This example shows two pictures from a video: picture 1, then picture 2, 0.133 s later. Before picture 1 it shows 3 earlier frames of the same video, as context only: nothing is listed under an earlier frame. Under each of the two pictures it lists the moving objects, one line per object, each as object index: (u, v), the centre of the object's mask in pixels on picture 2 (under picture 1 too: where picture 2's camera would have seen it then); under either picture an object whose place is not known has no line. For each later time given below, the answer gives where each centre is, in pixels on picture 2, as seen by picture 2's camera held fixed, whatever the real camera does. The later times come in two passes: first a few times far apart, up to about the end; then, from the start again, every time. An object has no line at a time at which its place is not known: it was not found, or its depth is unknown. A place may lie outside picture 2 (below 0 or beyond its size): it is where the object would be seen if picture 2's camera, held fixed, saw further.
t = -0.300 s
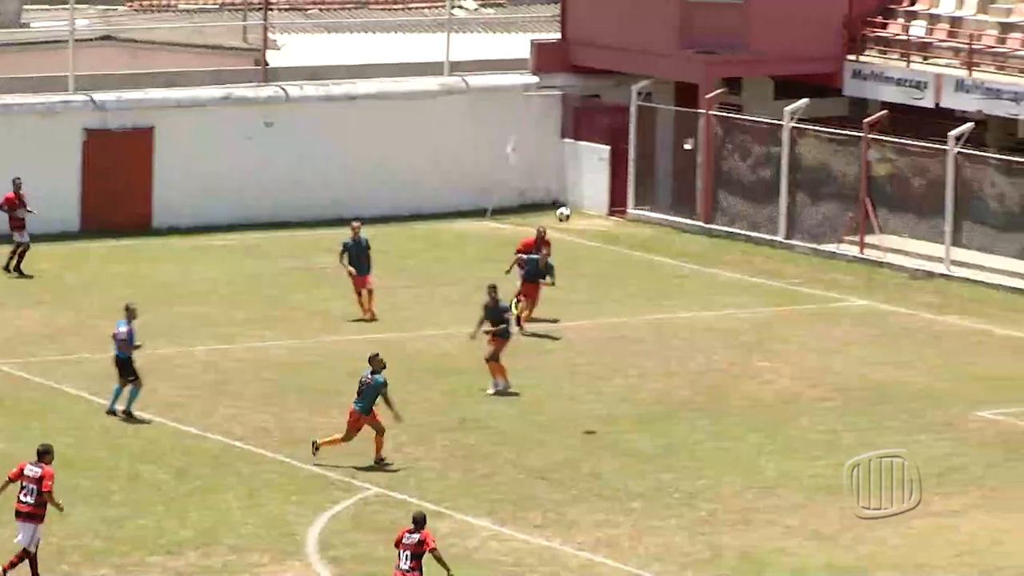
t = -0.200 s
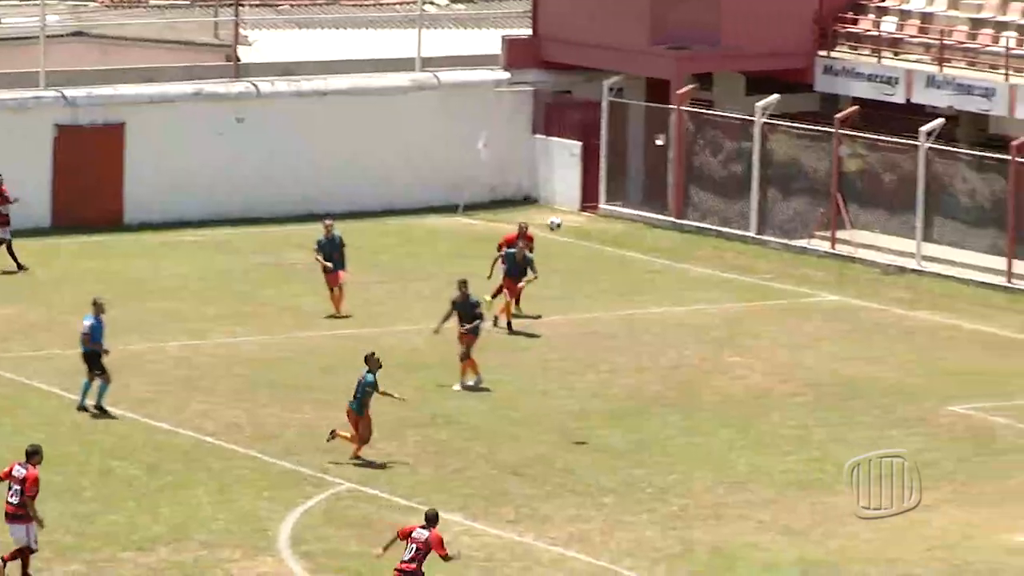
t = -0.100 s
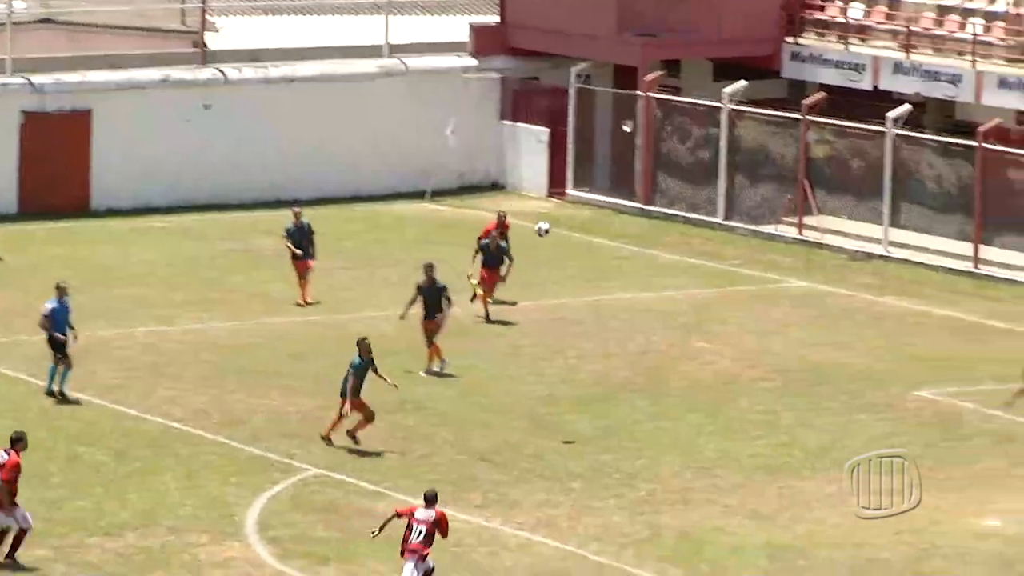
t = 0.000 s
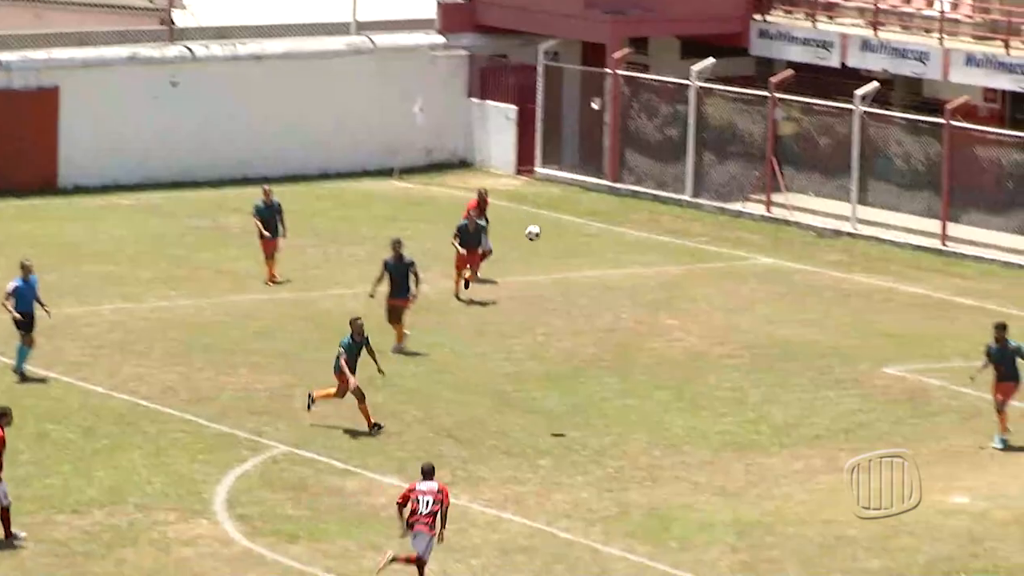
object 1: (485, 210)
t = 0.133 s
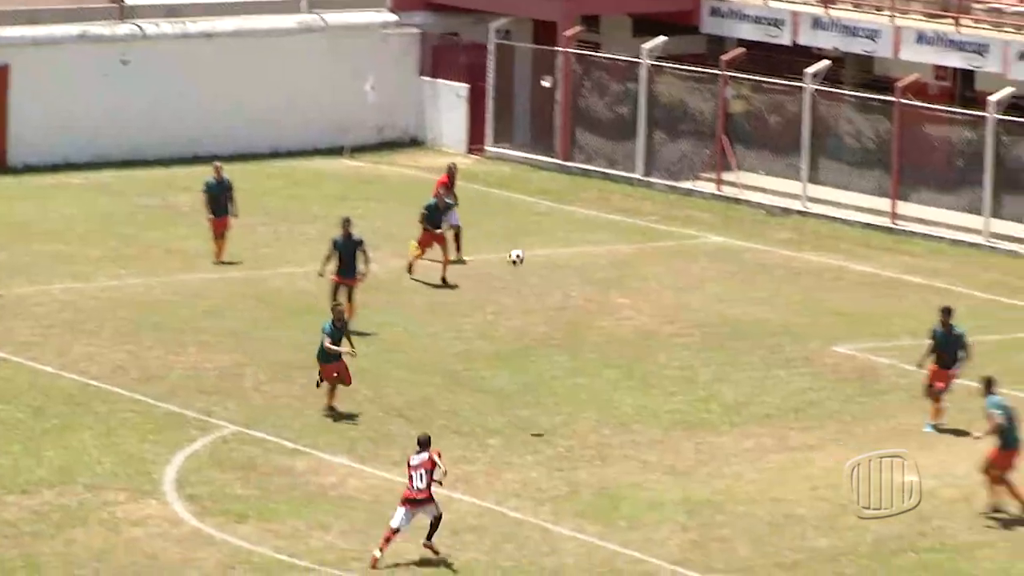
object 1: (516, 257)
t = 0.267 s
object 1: (550, 316)
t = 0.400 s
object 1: (588, 391)
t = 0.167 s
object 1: (524, 271)
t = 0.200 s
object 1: (533, 284)
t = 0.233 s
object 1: (542, 300)
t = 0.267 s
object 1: (550, 316)
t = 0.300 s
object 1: (560, 333)
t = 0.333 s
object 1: (568, 351)
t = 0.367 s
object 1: (578, 370)
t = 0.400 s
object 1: (588, 391)
